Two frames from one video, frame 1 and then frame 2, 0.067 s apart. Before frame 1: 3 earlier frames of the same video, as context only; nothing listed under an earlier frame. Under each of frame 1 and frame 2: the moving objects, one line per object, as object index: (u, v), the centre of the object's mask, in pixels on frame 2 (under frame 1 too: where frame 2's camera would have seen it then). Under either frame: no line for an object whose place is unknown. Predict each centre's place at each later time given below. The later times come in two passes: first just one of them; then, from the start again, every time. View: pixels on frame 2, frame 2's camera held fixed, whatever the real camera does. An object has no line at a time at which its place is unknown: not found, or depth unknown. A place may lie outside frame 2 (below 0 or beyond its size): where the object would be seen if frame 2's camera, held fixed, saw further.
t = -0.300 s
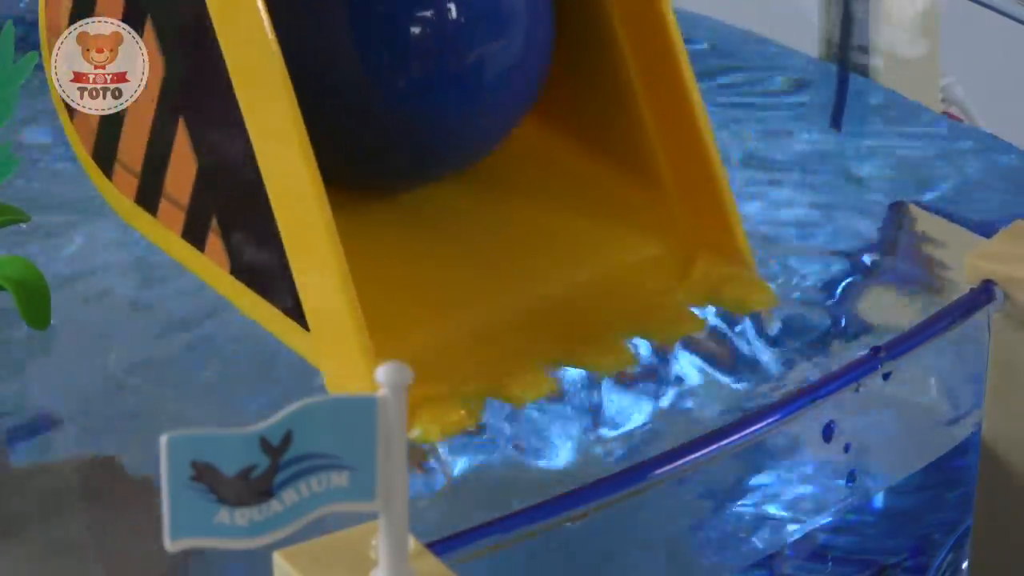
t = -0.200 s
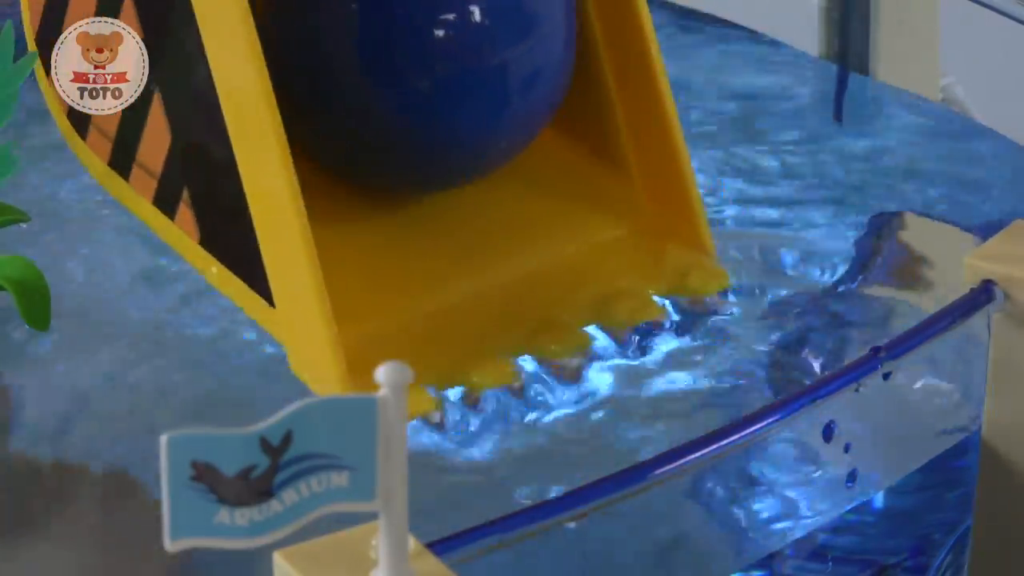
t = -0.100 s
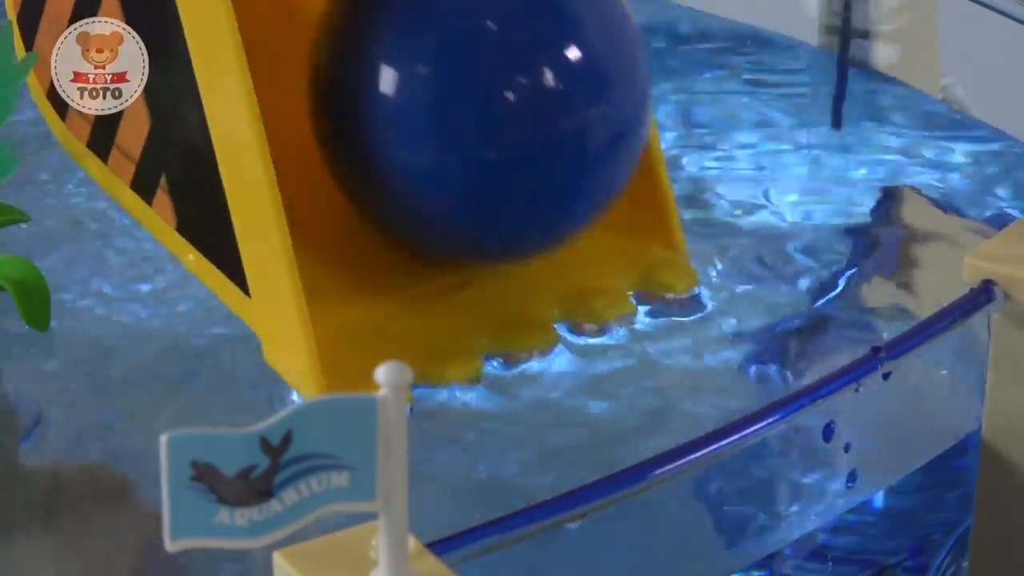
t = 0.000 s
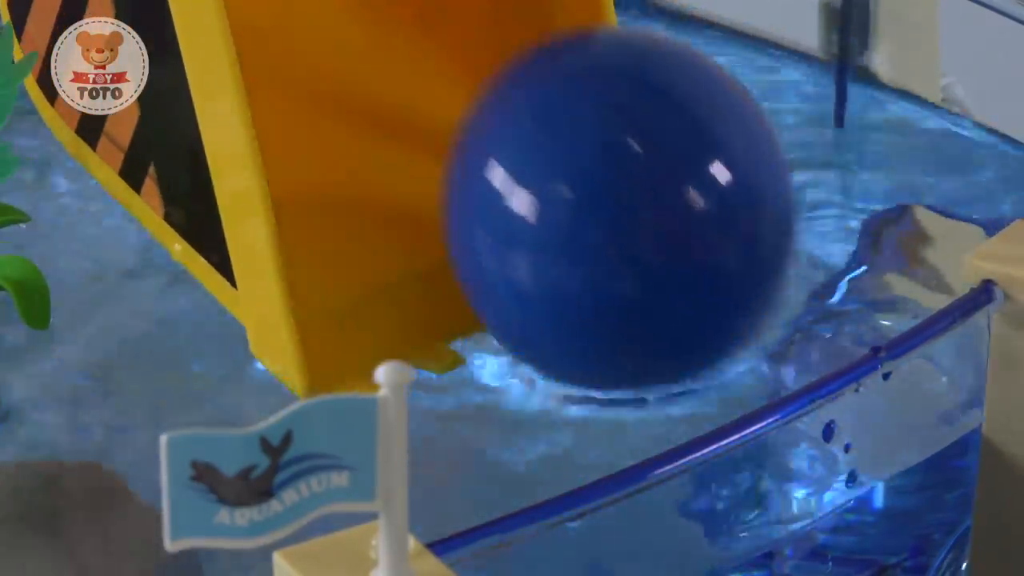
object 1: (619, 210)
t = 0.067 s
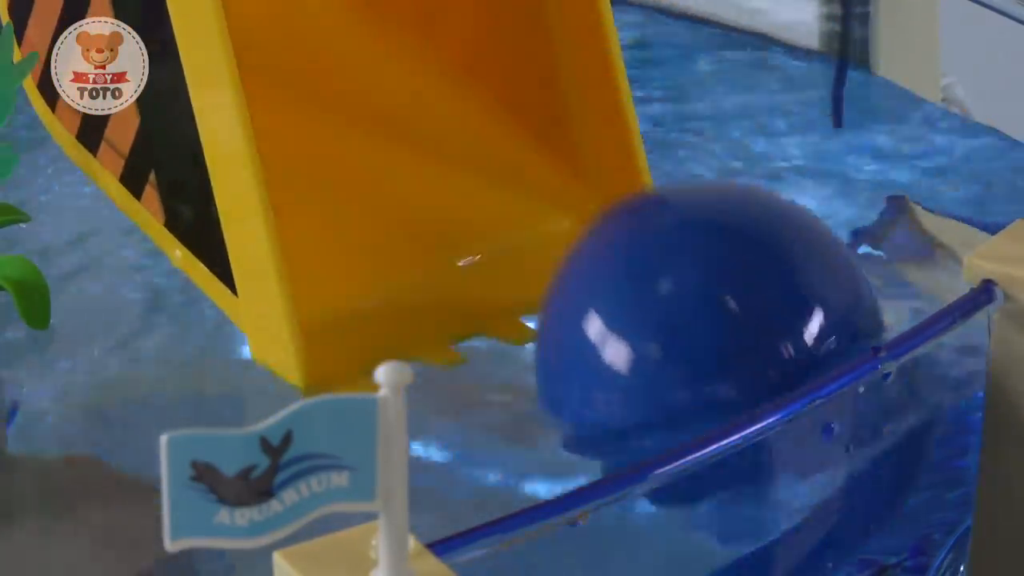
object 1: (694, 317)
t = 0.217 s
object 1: (742, 293)
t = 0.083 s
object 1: (702, 328)
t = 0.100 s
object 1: (705, 336)
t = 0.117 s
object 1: (709, 338)
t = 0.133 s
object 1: (716, 334)
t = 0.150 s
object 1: (726, 326)
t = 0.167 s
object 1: (734, 318)
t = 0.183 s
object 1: (737, 307)
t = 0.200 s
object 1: (740, 298)
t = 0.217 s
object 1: (742, 293)
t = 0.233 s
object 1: (741, 292)
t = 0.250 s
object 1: (739, 295)
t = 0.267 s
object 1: (736, 301)
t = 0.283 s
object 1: (732, 306)
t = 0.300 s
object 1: (728, 311)
